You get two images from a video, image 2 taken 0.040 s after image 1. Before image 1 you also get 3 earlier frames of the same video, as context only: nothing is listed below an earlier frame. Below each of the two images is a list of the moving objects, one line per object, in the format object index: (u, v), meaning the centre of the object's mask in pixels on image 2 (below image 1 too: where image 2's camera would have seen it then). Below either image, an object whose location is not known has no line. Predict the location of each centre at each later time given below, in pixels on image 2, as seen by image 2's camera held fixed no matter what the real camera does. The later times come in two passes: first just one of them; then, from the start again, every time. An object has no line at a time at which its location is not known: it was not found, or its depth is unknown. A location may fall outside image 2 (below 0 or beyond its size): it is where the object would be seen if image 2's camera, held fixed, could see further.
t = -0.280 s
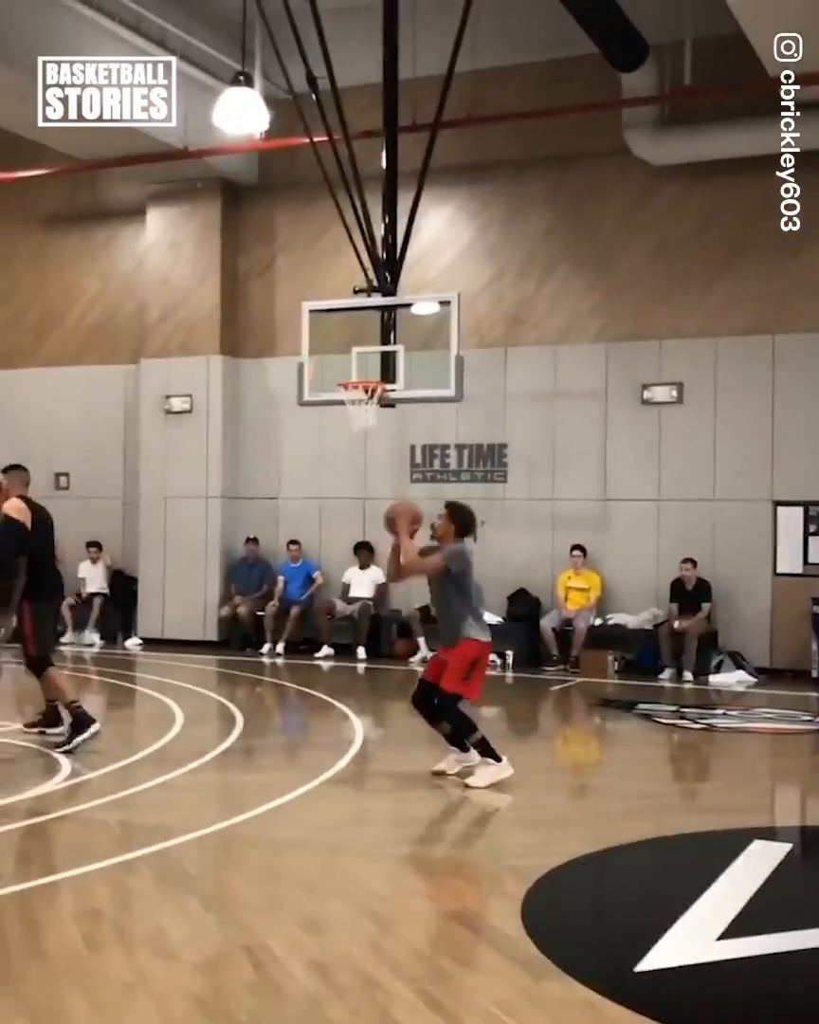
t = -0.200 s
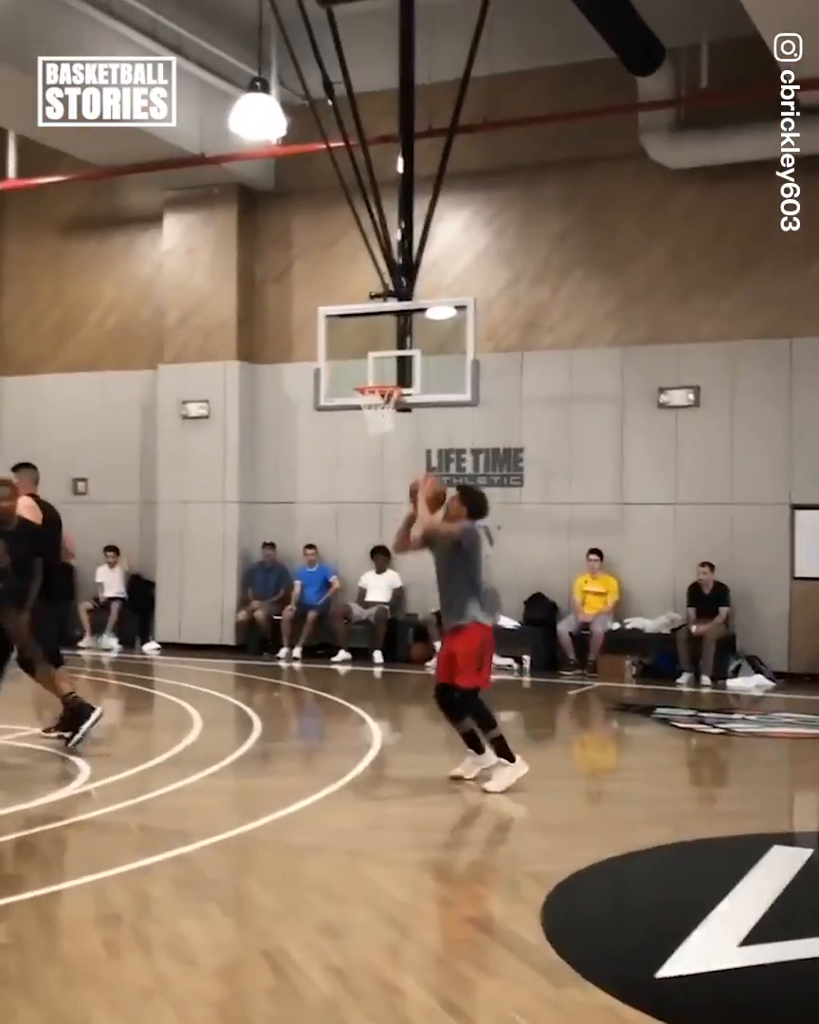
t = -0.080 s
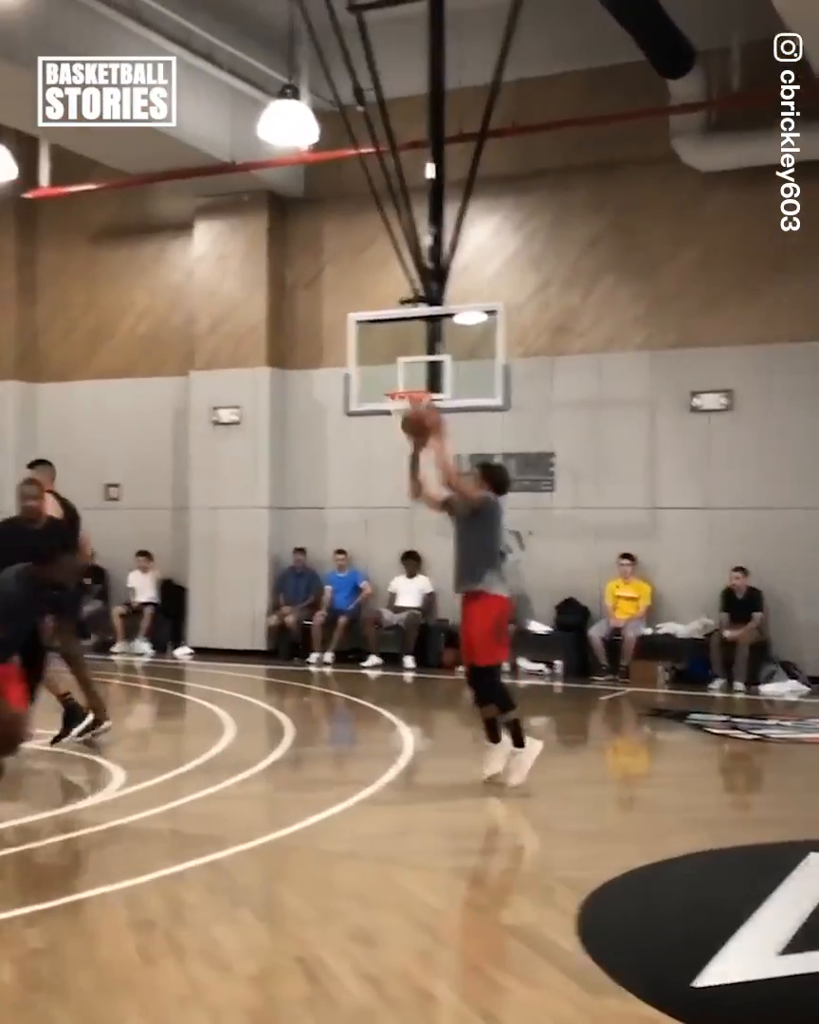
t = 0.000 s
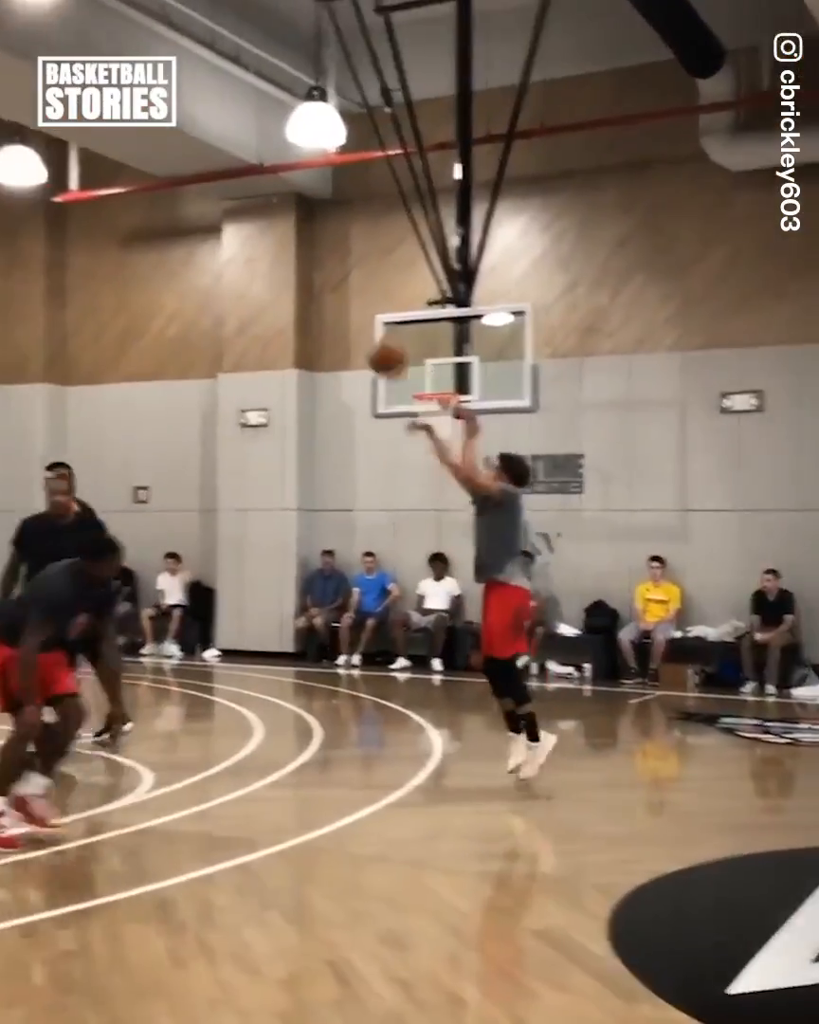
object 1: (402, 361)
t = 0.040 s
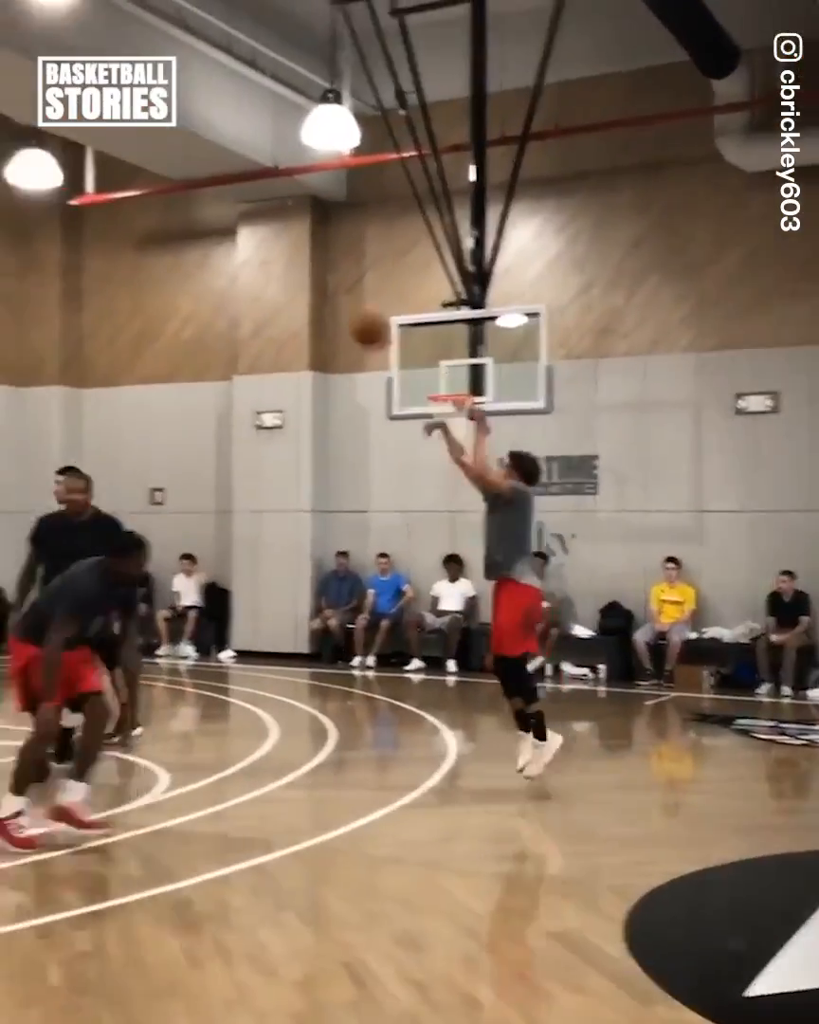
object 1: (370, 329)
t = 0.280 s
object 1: (188, 187)
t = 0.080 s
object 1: (340, 303)
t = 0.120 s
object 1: (309, 275)
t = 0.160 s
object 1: (277, 250)
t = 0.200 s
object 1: (248, 224)
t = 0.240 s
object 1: (217, 205)
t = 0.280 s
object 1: (188, 187)
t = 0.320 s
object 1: (159, 169)
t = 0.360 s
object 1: (130, 154)
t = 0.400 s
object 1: (102, 141)
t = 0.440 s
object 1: (74, 128)
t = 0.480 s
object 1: (47, 117)
